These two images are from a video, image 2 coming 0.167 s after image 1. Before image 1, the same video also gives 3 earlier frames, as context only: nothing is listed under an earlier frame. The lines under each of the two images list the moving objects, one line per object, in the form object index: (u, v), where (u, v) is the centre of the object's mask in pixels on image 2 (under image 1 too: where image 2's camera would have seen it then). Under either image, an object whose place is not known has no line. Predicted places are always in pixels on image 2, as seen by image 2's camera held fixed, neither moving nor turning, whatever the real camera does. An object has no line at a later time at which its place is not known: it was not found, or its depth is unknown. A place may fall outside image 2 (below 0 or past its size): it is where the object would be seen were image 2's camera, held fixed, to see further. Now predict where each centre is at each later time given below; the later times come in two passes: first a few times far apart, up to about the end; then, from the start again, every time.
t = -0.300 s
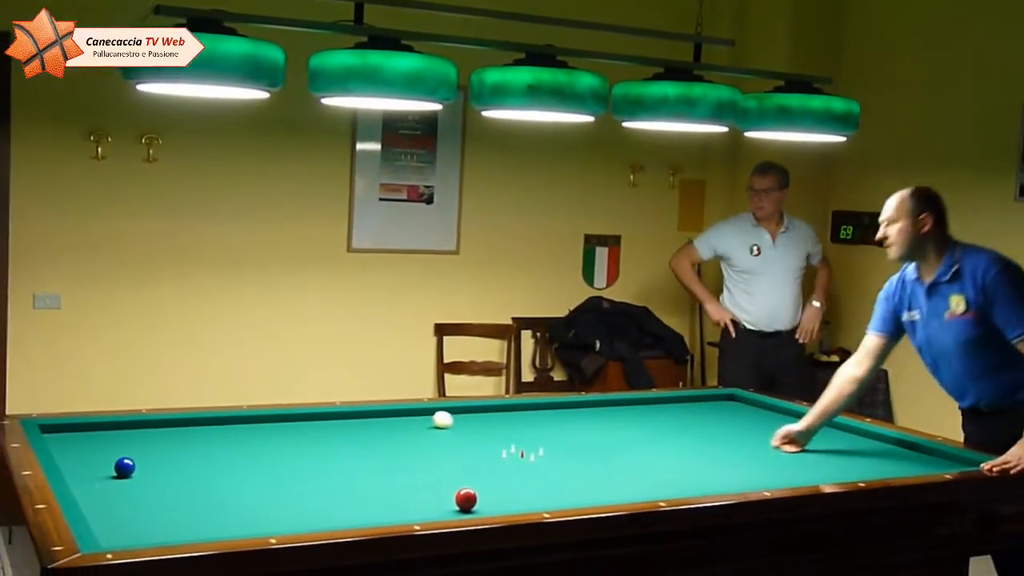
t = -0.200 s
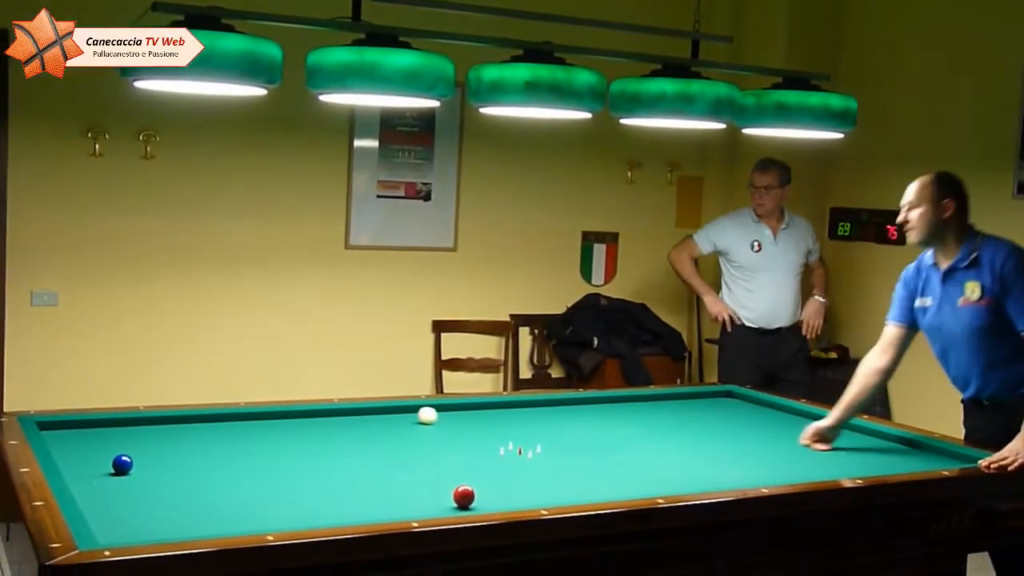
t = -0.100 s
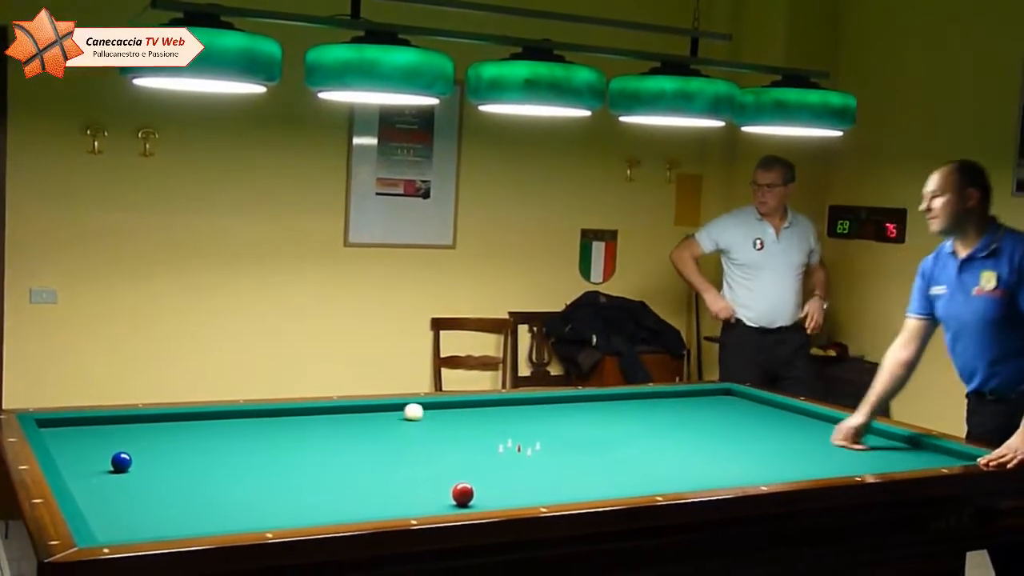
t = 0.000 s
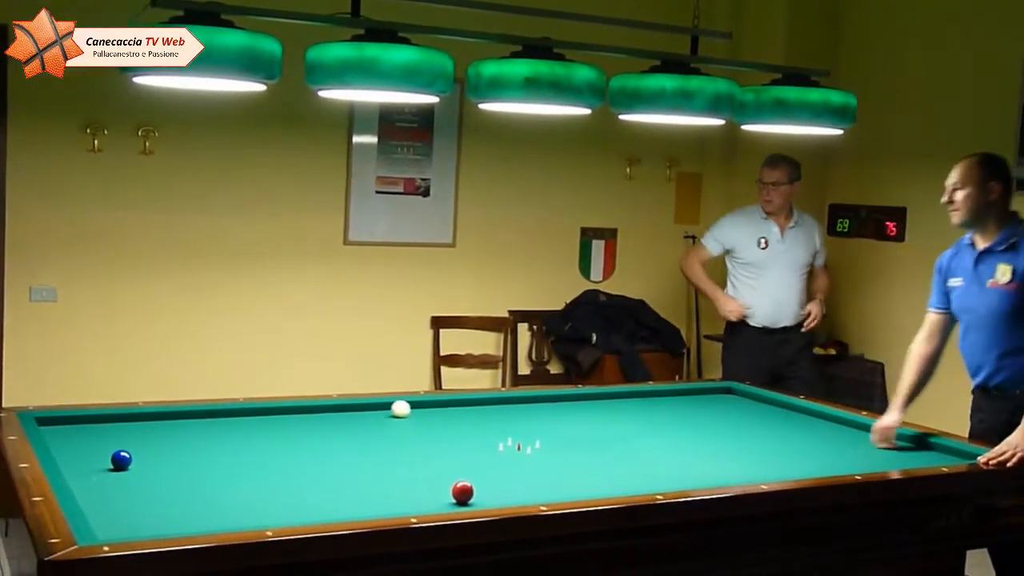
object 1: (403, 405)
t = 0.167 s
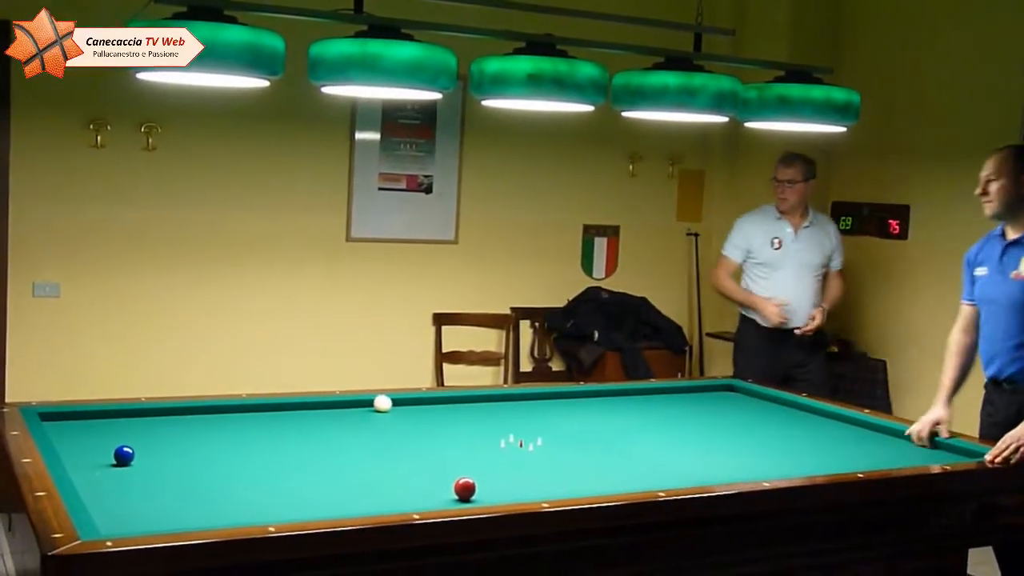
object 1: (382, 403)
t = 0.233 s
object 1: (374, 403)
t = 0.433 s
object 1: (360, 403)
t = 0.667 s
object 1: (346, 406)
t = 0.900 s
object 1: (332, 409)
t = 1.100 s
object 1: (320, 410)
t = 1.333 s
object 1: (305, 413)
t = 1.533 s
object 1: (294, 415)
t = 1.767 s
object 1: (280, 417)
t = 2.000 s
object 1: (266, 419)
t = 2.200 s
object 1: (255, 421)
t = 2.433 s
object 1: (242, 424)
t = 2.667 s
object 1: (229, 426)
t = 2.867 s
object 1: (217, 428)
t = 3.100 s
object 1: (205, 430)
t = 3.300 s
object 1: (194, 432)
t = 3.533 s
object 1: (182, 435)
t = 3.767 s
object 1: (171, 437)
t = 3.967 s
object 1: (161, 439)
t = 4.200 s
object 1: (150, 440)
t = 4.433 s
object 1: (139, 442)
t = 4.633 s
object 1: (131, 442)
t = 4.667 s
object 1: (130, 442)
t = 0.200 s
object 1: (378, 403)
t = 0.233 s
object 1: (374, 403)
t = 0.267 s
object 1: (370, 402)
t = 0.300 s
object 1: (367, 402)
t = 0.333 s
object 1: (366, 403)
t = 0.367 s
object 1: (364, 403)
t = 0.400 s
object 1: (362, 403)
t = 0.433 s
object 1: (360, 403)
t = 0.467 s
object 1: (358, 404)
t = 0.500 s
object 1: (356, 404)
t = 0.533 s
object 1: (354, 404)
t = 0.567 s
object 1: (352, 405)
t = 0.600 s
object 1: (350, 405)
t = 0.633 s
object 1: (348, 406)
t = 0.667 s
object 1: (346, 406)
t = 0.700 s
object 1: (344, 406)
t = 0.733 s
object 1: (342, 407)
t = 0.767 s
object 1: (340, 407)
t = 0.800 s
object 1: (338, 407)
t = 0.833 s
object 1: (336, 408)
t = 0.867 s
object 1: (334, 408)
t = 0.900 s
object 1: (332, 409)
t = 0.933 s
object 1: (330, 409)
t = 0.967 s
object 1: (328, 409)
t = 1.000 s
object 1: (326, 410)
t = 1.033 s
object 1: (324, 410)
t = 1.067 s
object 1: (322, 410)
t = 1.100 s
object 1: (320, 410)
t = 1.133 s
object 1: (317, 411)
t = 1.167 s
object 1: (316, 411)
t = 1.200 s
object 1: (314, 411)
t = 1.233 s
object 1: (312, 412)
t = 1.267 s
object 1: (309, 412)
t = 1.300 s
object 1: (308, 412)
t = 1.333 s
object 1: (305, 413)
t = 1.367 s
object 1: (304, 413)
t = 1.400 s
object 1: (302, 413)
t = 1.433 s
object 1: (300, 414)
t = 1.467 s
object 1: (298, 414)
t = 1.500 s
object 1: (296, 414)
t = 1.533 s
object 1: (294, 415)
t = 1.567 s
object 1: (292, 415)
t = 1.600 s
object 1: (290, 416)
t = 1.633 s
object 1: (288, 416)
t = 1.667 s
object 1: (286, 416)
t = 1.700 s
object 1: (284, 416)
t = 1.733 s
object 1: (282, 417)
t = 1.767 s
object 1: (280, 417)
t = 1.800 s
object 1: (278, 417)
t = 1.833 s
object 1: (277, 418)
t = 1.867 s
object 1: (274, 418)
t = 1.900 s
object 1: (272, 418)
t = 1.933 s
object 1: (270, 419)
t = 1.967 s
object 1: (268, 419)
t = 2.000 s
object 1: (266, 419)
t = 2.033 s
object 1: (264, 420)
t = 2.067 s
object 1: (262, 420)
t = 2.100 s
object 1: (260, 420)
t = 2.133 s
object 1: (258, 421)
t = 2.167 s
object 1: (257, 421)
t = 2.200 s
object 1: (255, 421)
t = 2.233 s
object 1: (253, 422)
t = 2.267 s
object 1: (251, 422)
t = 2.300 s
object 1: (249, 422)
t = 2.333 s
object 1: (247, 423)
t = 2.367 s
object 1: (245, 423)
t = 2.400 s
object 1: (244, 423)
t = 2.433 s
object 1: (242, 424)
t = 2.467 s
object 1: (240, 424)
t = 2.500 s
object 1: (238, 424)
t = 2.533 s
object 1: (236, 425)
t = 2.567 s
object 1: (234, 425)
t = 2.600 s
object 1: (232, 425)
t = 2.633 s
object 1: (230, 426)
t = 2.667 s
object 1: (229, 426)
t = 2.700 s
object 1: (226, 426)
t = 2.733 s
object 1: (225, 427)
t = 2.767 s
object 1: (223, 427)
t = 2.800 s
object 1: (221, 427)
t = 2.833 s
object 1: (219, 428)
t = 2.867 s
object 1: (217, 428)
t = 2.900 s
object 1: (216, 428)
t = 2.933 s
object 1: (214, 429)
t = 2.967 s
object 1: (212, 429)
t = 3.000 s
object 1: (210, 429)
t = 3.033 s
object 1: (208, 430)
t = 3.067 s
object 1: (207, 430)
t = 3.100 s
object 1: (205, 430)
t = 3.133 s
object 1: (203, 431)
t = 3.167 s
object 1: (201, 431)
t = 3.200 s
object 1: (199, 431)
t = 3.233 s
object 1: (198, 432)
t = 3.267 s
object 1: (196, 432)
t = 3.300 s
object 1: (194, 432)
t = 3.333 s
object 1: (193, 433)
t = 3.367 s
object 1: (191, 433)
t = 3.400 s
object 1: (189, 433)
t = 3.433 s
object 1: (187, 434)
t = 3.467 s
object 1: (186, 434)
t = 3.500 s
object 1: (184, 434)
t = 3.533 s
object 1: (182, 435)
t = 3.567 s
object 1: (181, 435)
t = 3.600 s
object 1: (179, 435)
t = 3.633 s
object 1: (177, 436)
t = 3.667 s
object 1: (176, 436)
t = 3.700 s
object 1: (174, 436)
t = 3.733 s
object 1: (172, 436)
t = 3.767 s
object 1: (171, 437)
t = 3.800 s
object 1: (169, 437)
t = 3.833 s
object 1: (168, 437)
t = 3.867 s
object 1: (166, 438)
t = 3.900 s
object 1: (164, 438)
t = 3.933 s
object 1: (162, 438)
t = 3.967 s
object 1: (161, 439)
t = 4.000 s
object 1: (160, 439)
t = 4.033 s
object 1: (158, 439)
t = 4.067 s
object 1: (156, 439)
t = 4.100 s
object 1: (155, 440)
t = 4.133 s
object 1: (153, 440)
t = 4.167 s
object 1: (151, 440)
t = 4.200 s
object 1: (150, 440)
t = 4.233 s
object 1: (148, 441)
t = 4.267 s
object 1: (147, 441)
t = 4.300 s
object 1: (145, 441)
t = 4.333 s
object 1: (144, 441)
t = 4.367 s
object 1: (142, 442)
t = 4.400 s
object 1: (141, 442)
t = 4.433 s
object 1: (139, 442)
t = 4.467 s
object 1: (138, 442)
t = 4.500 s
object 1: (137, 442)
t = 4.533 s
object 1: (135, 442)
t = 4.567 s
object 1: (134, 442)
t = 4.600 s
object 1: (133, 442)
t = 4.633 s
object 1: (131, 442)
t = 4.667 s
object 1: (130, 442)
